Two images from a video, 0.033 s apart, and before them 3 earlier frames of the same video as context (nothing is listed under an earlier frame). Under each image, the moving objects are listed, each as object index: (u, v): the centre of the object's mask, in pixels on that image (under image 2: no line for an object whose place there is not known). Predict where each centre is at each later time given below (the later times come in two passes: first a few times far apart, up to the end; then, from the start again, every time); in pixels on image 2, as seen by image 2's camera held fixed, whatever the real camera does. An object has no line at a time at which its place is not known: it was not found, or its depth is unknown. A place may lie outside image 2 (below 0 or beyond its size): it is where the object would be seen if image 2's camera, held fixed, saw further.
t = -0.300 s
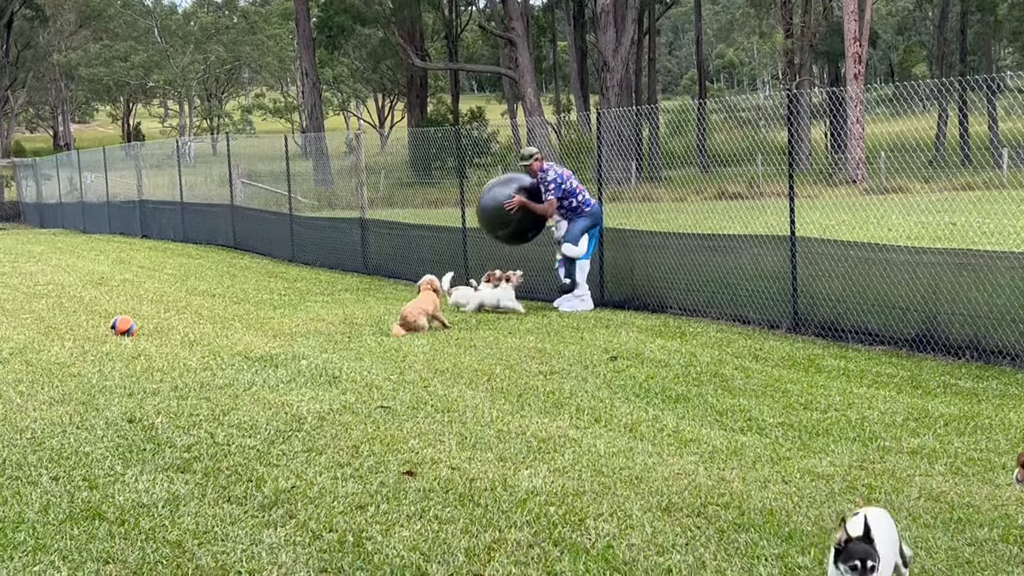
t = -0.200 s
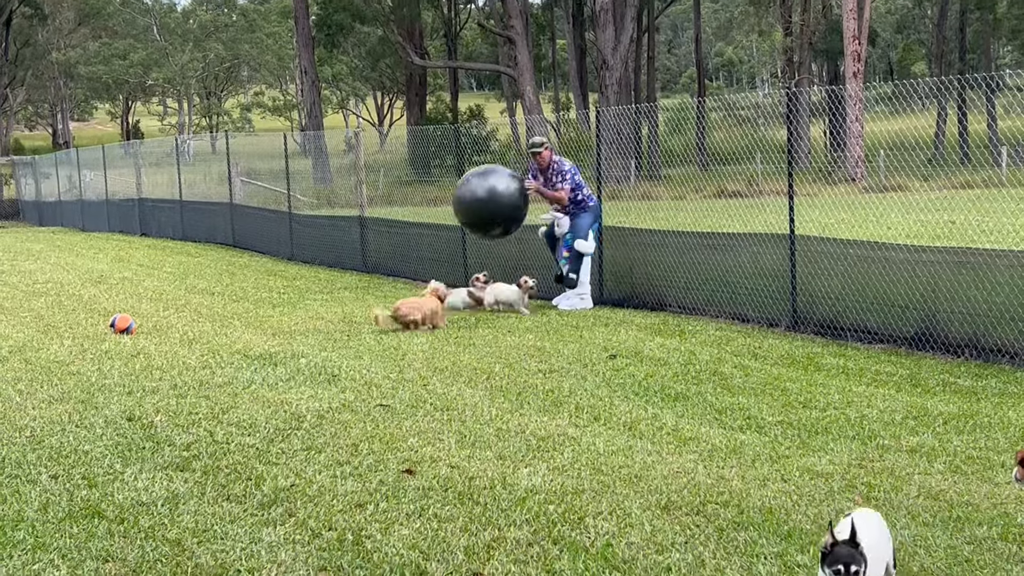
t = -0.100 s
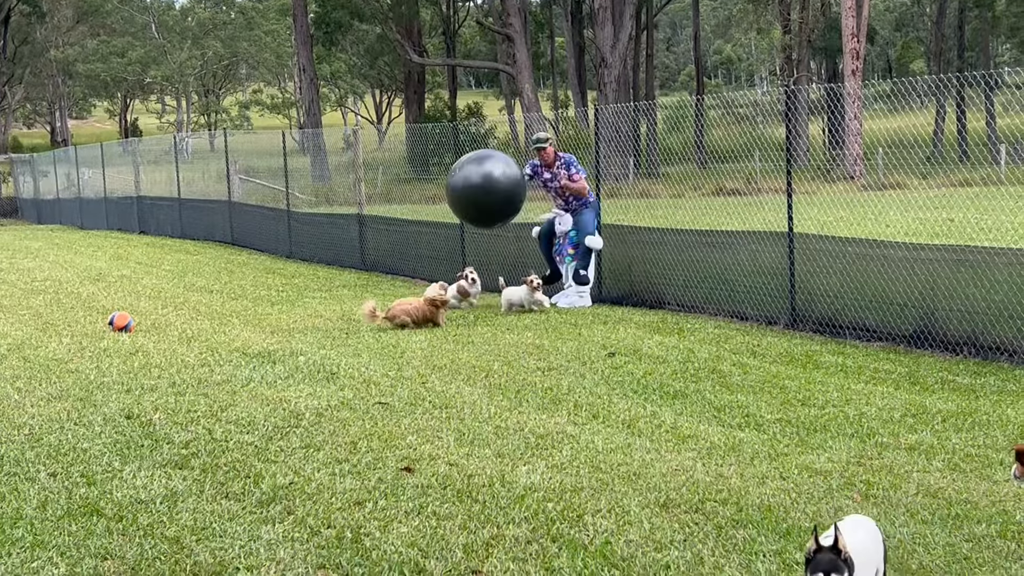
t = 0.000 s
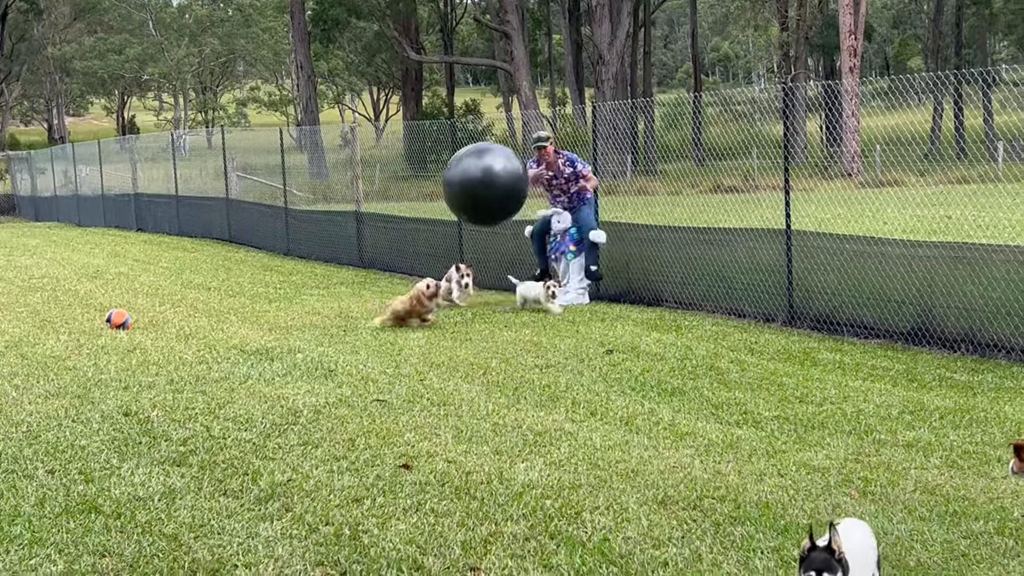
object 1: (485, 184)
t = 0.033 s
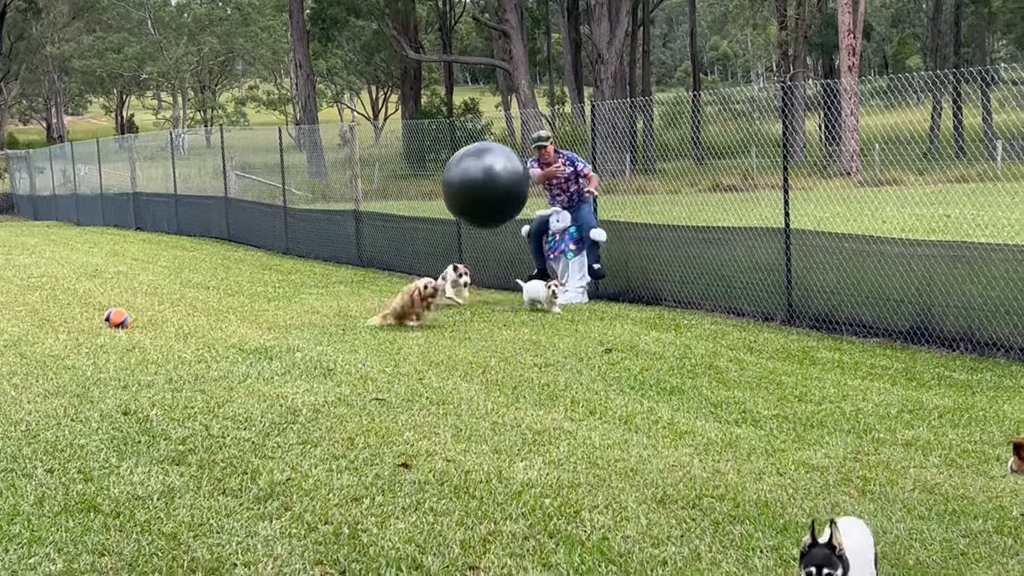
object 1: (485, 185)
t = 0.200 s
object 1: (493, 218)
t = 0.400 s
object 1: (507, 331)
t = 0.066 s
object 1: (487, 188)
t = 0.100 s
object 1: (488, 193)
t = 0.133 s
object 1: (490, 199)
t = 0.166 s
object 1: (491, 208)
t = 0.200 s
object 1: (493, 218)
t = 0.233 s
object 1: (496, 231)
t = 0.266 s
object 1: (497, 246)
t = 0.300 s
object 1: (500, 263)
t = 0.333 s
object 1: (502, 282)
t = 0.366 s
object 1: (504, 305)
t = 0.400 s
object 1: (507, 331)
